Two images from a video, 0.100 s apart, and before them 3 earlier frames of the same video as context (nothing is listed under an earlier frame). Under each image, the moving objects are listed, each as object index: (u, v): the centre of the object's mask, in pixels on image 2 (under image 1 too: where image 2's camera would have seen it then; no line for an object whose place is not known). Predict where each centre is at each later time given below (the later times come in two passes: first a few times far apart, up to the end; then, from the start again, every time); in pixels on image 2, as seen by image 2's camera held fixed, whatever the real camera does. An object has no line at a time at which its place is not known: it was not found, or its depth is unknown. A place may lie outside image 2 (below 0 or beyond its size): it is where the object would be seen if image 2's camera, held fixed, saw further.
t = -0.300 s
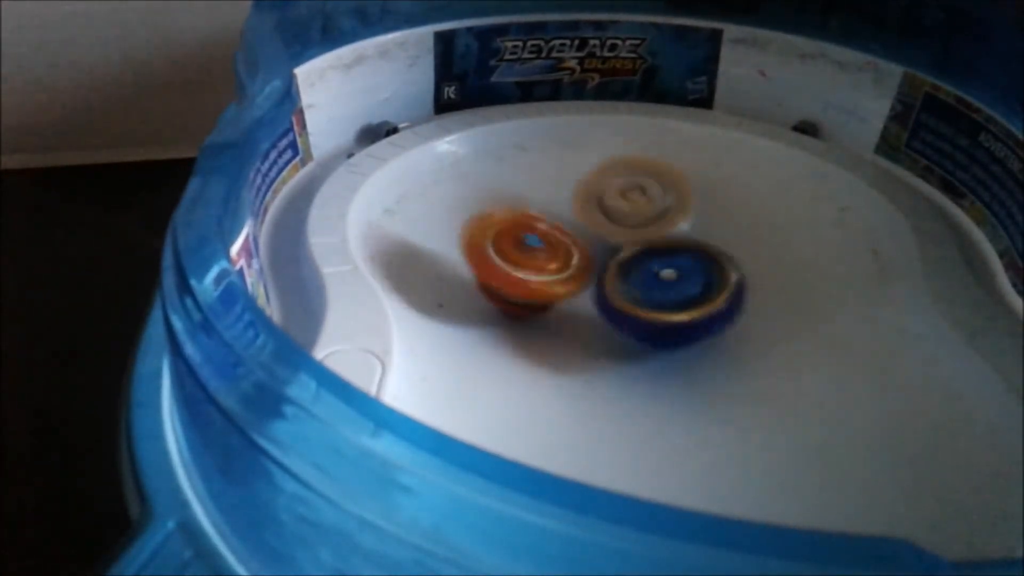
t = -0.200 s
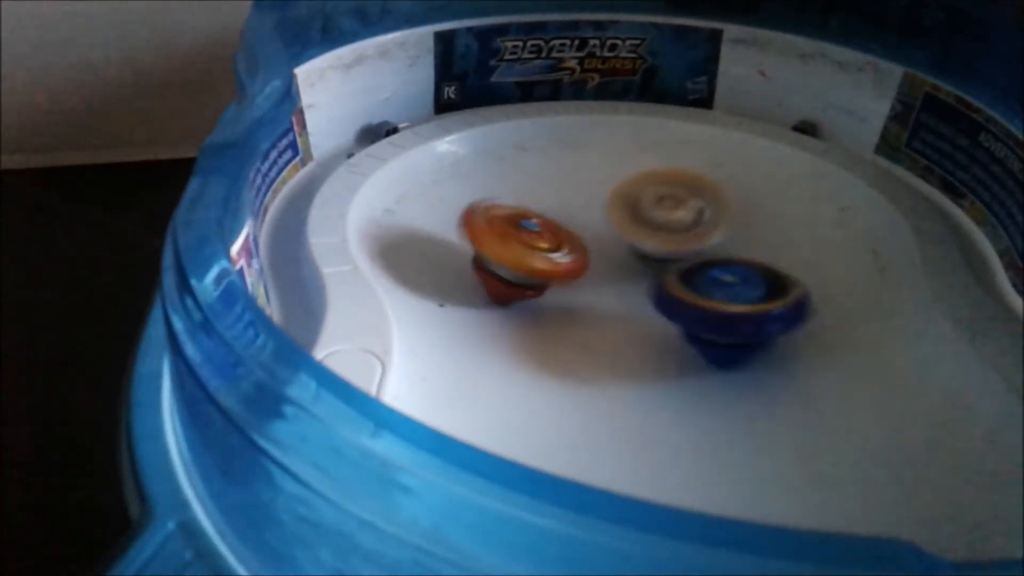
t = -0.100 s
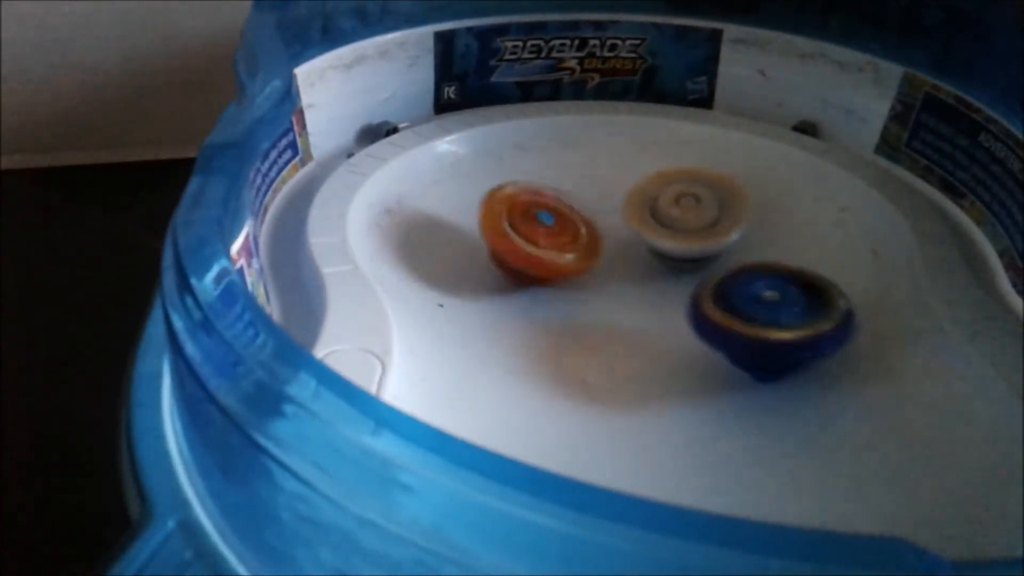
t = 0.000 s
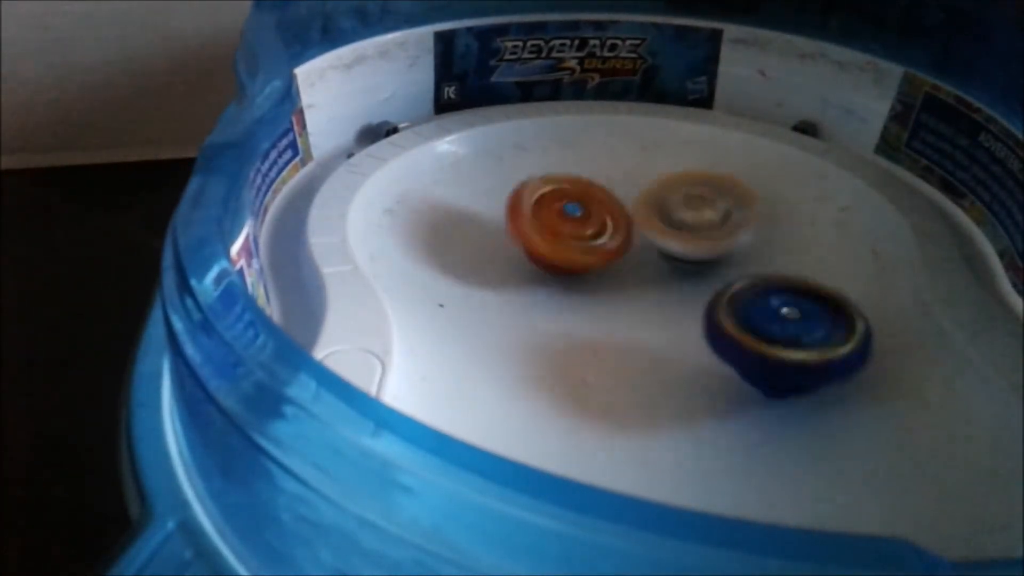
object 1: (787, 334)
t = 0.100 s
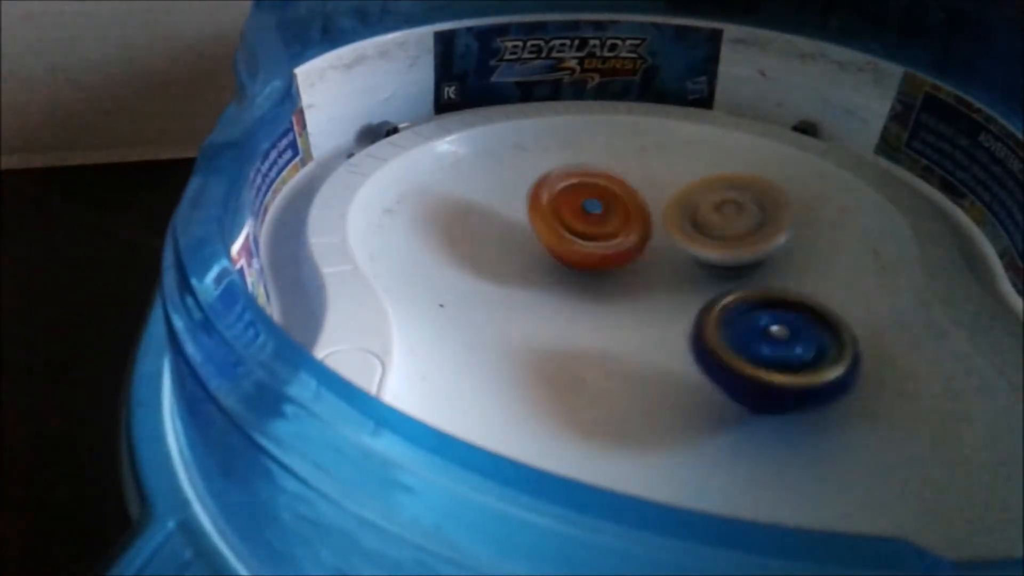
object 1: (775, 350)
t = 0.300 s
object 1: (687, 373)
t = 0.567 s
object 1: (585, 376)
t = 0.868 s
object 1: (618, 353)
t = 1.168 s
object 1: (680, 415)
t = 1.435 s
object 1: (760, 449)
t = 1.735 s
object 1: (723, 415)
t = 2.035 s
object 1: (607, 373)
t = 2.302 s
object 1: (631, 384)
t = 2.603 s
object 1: (712, 357)
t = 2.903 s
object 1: (680, 316)
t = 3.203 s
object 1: (610, 335)
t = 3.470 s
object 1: (607, 320)
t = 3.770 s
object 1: (644, 317)
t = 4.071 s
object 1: (665, 305)
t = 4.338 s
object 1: (650, 321)
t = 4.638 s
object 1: (701, 362)
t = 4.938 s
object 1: (702, 333)
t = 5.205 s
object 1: (704, 327)
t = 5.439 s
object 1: (695, 339)
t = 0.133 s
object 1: (761, 354)
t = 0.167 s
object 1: (747, 361)
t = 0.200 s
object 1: (736, 366)
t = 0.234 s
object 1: (722, 368)
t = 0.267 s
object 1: (705, 370)
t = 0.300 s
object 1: (687, 373)
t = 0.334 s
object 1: (673, 378)
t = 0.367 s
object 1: (660, 378)
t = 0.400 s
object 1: (644, 378)
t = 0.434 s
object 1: (628, 379)
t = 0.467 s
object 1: (615, 379)
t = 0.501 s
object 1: (605, 378)
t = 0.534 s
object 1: (594, 378)
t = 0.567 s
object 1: (585, 376)
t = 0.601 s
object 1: (579, 375)
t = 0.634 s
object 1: (580, 372)
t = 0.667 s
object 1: (578, 370)
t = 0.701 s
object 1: (578, 368)
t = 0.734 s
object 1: (588, 365)
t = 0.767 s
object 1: (593, 363)
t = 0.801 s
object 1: (598, 360)
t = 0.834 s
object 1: (608, 355)
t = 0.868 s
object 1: (618, 353)
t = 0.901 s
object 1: (624, 357)
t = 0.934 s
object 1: (628, 363)
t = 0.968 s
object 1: (633, 371)
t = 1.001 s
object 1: (637, 379)
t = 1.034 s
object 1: (641, 386)
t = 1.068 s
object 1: (648, 392)
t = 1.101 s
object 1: (663, 402)
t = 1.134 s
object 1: (671, 410)
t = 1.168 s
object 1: (680, 415)
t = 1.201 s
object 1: (693, 421)
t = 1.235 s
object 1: (707, 428)
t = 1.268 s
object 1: (721, 434)
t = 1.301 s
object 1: (733, 440)
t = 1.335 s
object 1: (742, 443)
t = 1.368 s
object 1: (755, 447)
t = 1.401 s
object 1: (758, 449)
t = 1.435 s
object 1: (760, 449)
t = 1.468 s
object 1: (767, 448)
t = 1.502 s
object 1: (764, 448)
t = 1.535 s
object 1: (764, 446)
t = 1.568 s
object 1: (764, 442)
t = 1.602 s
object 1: (755, 438)
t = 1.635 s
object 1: (752, 435)
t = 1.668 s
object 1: (746, 428)
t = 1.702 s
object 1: (732, 422)
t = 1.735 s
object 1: (723, 415)
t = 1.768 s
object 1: (714, 409)
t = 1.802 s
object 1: (702, 403)
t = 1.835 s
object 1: (688, 394)
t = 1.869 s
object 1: (671, 387)
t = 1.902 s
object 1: (658, 383)
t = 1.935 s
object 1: (646, 374)
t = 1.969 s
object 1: (630, 367)
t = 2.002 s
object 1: (616, 373)
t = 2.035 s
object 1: (607, 373)
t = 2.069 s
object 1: (602, 375)
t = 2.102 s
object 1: (601, 377)
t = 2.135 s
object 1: (599, 380)
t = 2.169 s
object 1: (602, 380)
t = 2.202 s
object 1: (607, 383)
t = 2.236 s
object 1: (611, 385)
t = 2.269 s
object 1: (619, 384)
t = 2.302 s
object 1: (631, 384)
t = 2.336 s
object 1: (641, 386)
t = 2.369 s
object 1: (650, 385)
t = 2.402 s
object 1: (659, 383)
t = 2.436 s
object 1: (671, 380)
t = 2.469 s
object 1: (684, 376)
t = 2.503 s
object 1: (692, 373)
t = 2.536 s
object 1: (700, 369)
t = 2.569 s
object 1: (707, 363)
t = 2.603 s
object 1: (712, 357)
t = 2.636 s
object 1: (716, 351)
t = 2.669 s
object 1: (718, 344)
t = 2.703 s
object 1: (716, 338)
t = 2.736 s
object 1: (714, 332)
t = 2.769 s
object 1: (709, 325)
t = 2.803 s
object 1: (701, 319)
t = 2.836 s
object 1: (693, 317)
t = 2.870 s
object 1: (688, 317)
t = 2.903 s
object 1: (680, 316)
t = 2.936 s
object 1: (670, 320)
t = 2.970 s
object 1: (661, 321)
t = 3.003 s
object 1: (650, 323)
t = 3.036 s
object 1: (641, 326)
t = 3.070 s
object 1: (633, 329)
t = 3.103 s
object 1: (627, 331)
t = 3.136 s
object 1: (619, 334)
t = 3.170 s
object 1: (611, 335)
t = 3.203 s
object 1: (610, 335)
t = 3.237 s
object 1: (609, 335)
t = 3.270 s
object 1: (603, 334)
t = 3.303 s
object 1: (599, 332)
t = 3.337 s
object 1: (603, 330)
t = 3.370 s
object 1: (606, 329)
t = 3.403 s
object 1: (603, 327)
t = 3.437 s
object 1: (603, 323)
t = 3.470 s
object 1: (607, 320)
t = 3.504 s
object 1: (616, 317)
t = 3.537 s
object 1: (620, 313)
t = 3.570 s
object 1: (622, 310)
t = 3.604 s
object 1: (621, 305)
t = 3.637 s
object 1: (621, 299)
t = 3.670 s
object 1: (628, 294)
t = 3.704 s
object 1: (637, 302)
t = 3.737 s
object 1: (643, 309)
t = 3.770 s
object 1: (644, 317)
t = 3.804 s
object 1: (650, 323)
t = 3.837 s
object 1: (655, 321)
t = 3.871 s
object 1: (660, 324)
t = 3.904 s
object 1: (663, 323)
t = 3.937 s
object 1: (665, 319)
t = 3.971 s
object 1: (664, 314)
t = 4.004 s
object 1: (667, 311)
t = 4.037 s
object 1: (667, 309)
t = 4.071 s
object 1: (665, 305)
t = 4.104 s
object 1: (657, 301)
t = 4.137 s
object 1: (650, 299)
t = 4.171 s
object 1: (646, 299)
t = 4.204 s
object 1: (641, 302)
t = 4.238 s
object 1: (643, 304)
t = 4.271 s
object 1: (642, 308)
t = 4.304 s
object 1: (644, 313)
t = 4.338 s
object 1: (650, 321)
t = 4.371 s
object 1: (656, 331)
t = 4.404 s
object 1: (665, 345)
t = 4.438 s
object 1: (672, 352)
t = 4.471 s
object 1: (679, 359)
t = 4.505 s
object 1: (684, 361)
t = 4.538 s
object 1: (690, 360)
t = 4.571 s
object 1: (696, 360)
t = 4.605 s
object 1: (700, 360)
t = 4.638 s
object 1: (701, 362)
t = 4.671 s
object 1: (703, 361)
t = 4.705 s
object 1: (704, 360)
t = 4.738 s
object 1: (705, 358)
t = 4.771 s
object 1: (705, 354)
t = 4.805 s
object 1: (705, 350)
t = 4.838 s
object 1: (702, 345)
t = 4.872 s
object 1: (700, 340)
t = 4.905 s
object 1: (700, 336)
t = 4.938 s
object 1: (702, 333)
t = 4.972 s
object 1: (703, 328)
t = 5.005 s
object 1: (705, 327)
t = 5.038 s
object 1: (706, 326)
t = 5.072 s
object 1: (707, 325)
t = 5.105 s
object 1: (707, 325)
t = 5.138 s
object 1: (707, 325)
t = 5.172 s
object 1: (706, 326)
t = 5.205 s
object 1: (704, 327)
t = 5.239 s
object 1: (701, 330)
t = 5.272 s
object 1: (699, 332)
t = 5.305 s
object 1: (698, 333)
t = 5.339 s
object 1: (697, 335)
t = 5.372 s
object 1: (696, 336)
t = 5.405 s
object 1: (696, 338)
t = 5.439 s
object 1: (695, 339)
